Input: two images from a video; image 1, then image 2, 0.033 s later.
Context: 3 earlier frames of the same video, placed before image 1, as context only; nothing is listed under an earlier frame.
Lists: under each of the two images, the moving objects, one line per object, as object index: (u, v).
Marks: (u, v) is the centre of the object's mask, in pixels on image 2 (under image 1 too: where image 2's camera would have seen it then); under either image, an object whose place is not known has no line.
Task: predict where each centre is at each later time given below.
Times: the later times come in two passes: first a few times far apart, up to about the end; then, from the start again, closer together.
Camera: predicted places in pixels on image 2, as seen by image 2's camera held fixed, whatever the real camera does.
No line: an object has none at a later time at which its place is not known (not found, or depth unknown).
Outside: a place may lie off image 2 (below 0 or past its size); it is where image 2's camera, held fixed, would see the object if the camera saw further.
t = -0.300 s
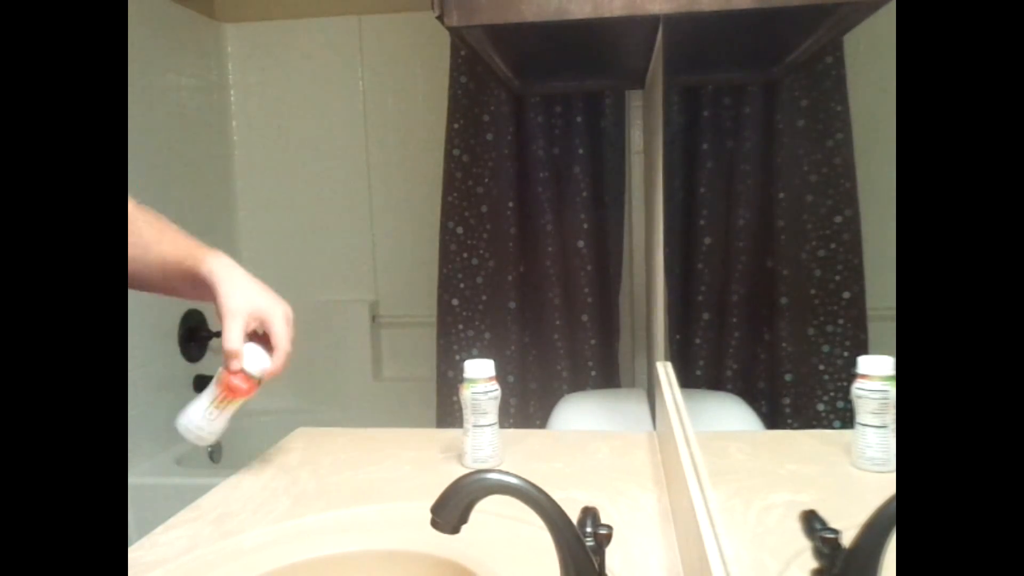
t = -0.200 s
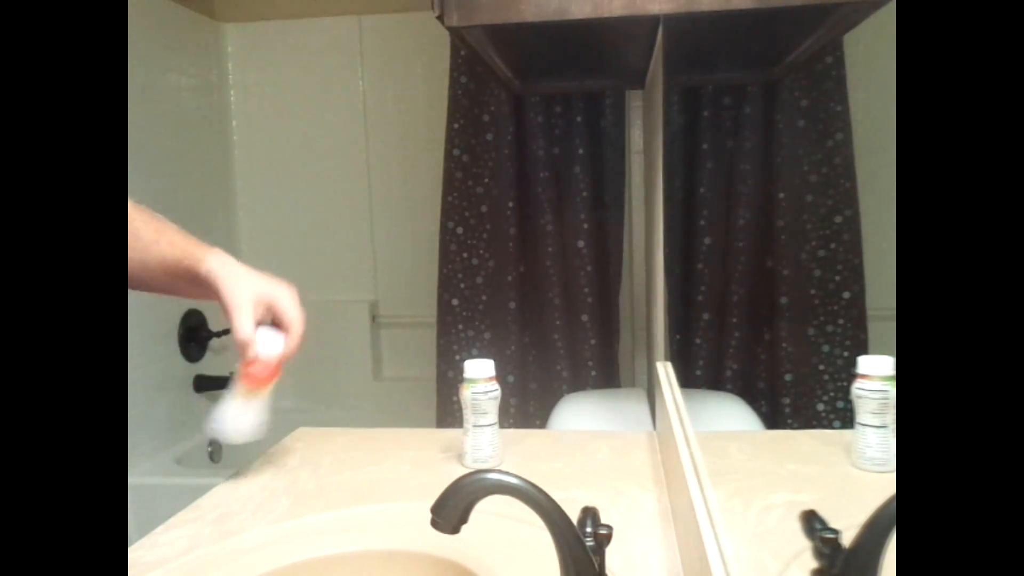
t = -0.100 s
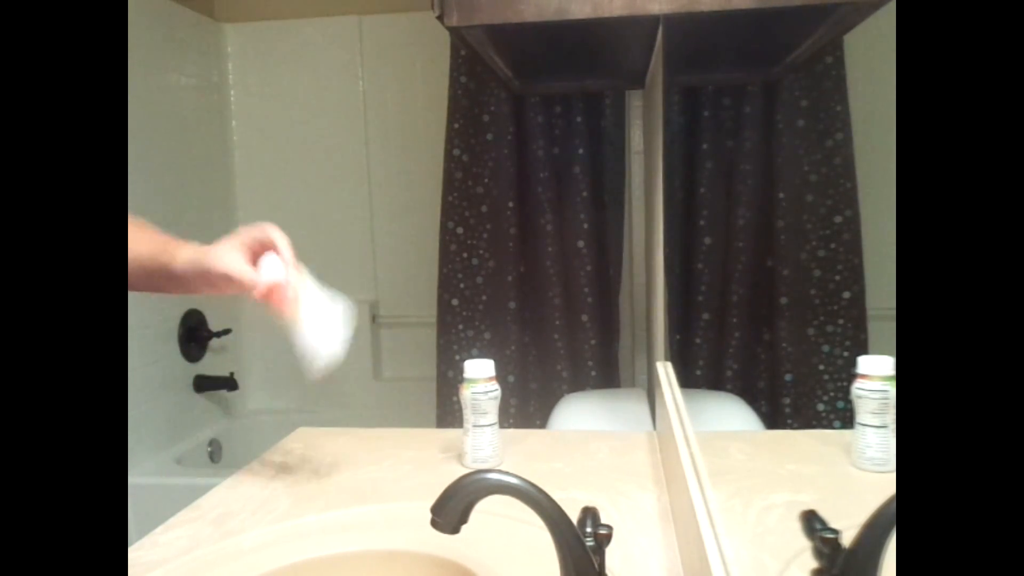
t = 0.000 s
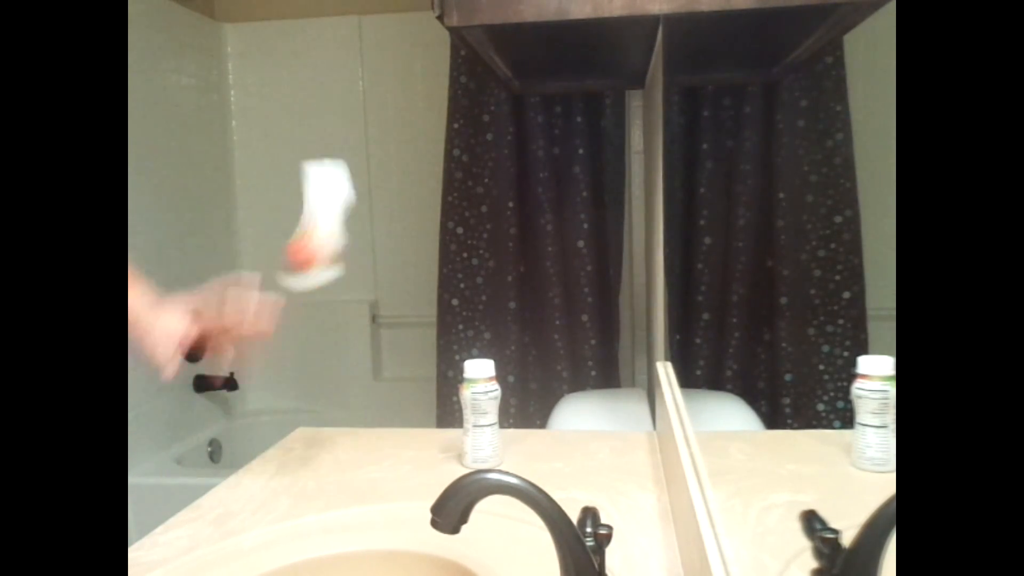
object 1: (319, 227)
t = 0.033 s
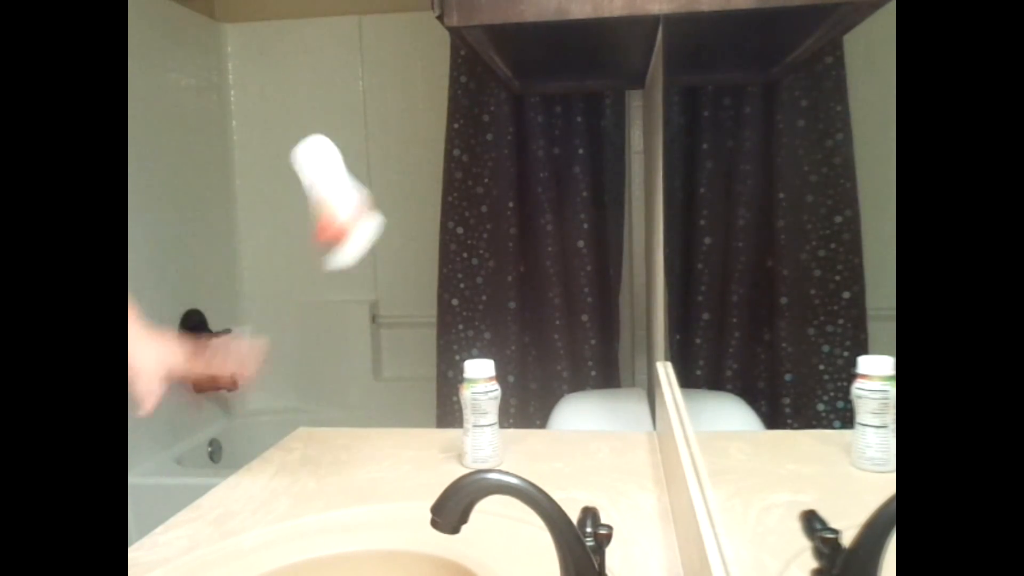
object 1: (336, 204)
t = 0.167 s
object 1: (338, 161)
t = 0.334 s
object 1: (339, 380)
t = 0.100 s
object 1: (349, 152)
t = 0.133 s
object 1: (341, 149)
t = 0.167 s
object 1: (338, 161)
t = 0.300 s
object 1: (338, 318)
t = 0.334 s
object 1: (339, 380)
